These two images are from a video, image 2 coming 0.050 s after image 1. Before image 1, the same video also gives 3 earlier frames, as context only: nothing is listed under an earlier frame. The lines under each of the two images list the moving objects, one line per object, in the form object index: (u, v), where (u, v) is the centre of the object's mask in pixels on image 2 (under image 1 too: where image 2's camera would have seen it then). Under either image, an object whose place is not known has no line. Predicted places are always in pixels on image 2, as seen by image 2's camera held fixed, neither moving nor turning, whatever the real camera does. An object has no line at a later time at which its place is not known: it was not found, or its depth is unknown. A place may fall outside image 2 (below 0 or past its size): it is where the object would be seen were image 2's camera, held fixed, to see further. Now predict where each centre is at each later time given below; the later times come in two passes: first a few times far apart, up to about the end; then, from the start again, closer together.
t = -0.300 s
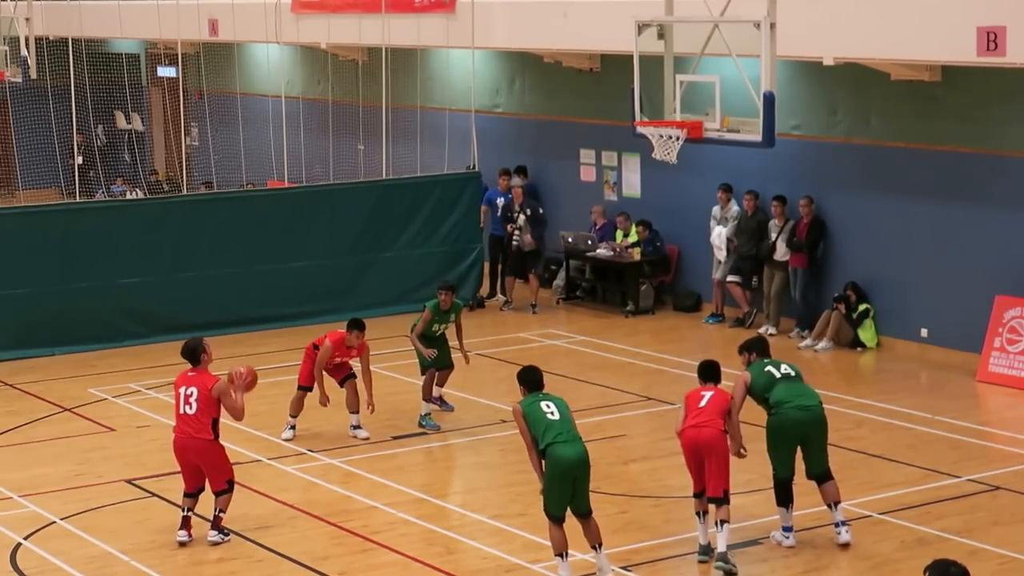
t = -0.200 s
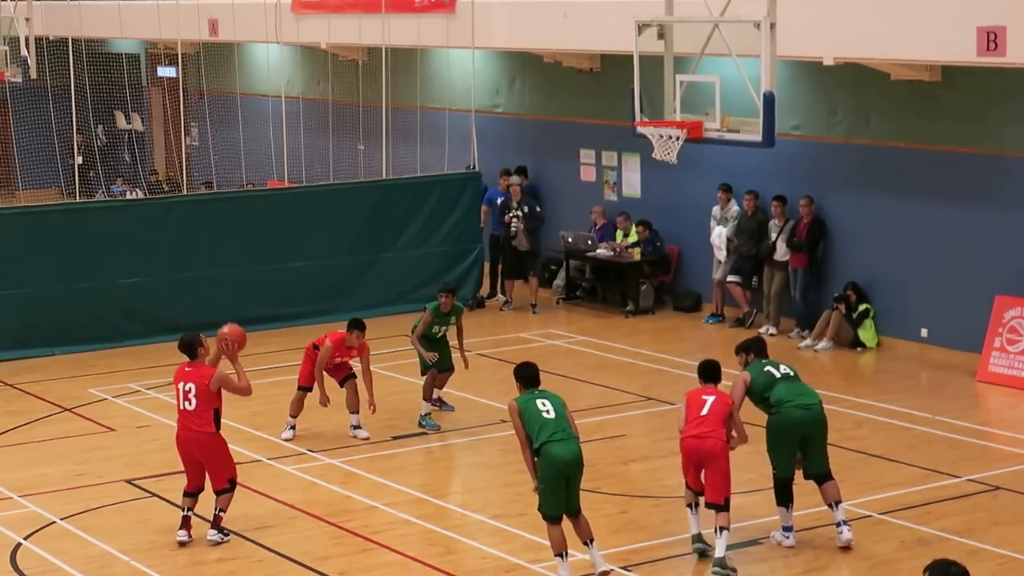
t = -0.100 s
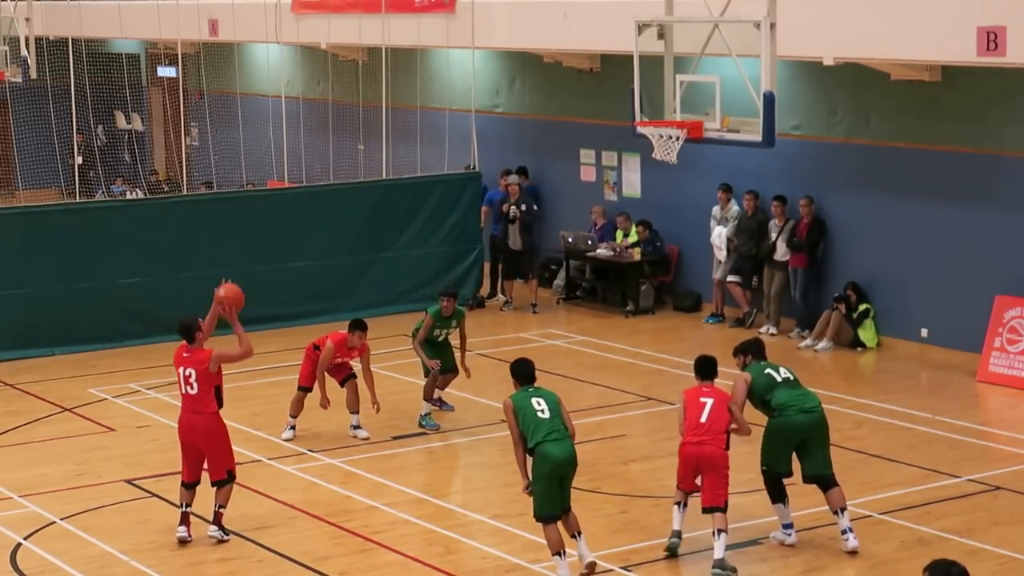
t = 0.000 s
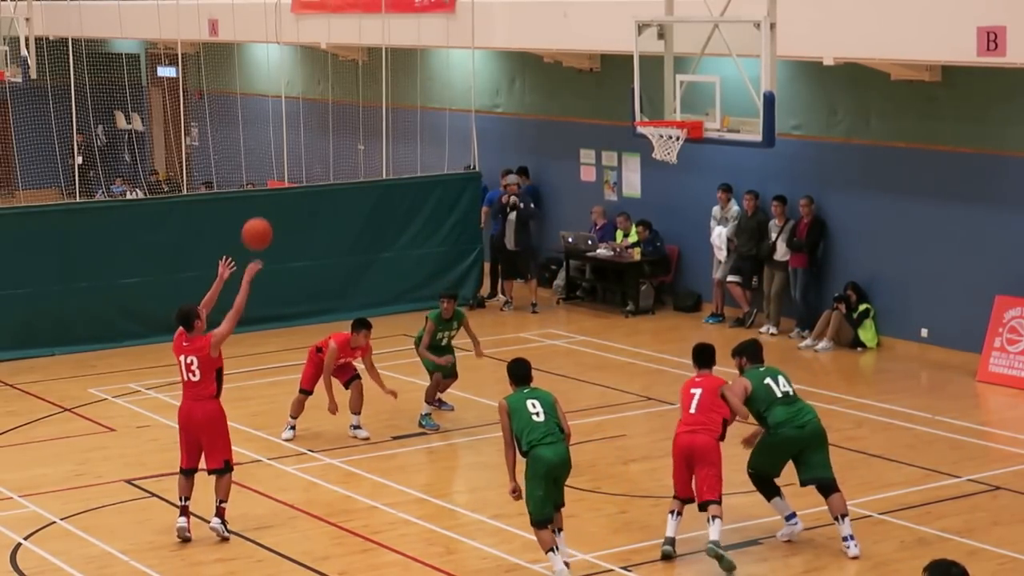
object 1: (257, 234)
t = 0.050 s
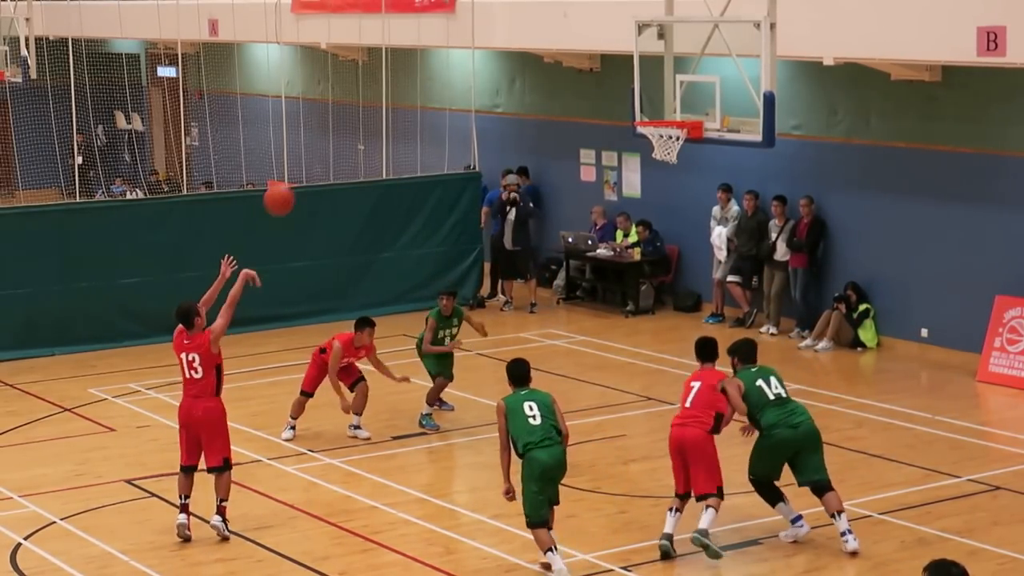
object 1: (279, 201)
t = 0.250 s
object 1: (366, 93)
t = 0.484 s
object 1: (464, 34)
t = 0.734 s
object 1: (565, 43)
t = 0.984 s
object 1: (660, 115)
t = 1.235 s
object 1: (668, 156)
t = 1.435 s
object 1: (654, 215)
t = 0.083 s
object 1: (293, 178)
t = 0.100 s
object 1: (301, 168)
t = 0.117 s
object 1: (308, 157)
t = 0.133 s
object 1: (316, 148)
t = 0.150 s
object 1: (323, 139)
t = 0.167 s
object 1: (330, 131)
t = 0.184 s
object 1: (337, 122)
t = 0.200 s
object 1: (344, 114)
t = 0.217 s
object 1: (351, 107)
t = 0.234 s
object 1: (359, 100)
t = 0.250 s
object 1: (366, 93)
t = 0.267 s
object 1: (373, 87)
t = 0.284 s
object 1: (380, 81)
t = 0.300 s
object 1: (387, 75)
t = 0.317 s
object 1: (394, 69)
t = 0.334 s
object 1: (401, 64)
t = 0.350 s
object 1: (408, 60)
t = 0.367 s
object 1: (415, 56)
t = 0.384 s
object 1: (422, 52)
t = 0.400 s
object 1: (429, 48)
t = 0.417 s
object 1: (436, 44)
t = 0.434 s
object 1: (443, 41)
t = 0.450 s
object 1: (450, 38)
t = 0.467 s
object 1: (458, 36)
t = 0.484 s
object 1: (464, 34)
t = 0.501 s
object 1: (471, 32)
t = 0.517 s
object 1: (478, 31)
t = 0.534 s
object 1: (485, 30)
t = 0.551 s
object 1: (492, 29)
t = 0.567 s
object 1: (499, 29)
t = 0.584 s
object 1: (506, 29)
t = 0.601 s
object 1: (512, 29)
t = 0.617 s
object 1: (519, 30)
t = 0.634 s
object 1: (526, 31)
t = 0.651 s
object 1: (532, 32)
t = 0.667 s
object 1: (539, 33)
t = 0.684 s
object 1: (546, 35)
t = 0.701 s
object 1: (552, 37)
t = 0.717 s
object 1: (559, 40)
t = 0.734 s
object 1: (565, 43)
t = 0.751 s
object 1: (572, 46)
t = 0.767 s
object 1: (578, 49)
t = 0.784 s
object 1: (585, 53)
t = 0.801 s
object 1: (591, 57)
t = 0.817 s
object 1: (597, 62)
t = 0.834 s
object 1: (604, 66)
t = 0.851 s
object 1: (610, 71)
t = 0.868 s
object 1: (616, 76)
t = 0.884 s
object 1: (622, 81)
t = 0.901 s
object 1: (629, 87)
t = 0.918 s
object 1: (635, 93)
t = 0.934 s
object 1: (642, 100)
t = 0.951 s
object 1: (648, 106)
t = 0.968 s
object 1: (654, 111)
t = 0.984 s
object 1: (660, 115)
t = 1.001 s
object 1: (667, 122)
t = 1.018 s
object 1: (676, 135)
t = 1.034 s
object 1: (678, 135)
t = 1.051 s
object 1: (681, 143)
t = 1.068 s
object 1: (678, 145)
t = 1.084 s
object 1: (677, 147)
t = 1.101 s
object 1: (676, 146)
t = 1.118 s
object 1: (675, 146)
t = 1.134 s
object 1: (674, 146)
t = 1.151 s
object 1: (673, 147)
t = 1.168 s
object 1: (672, 148)
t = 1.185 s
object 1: (671, 150)
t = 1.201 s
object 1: (670, 151)
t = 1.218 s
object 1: (669, 154)
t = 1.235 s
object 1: (668, 156)
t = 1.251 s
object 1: (667, 160)
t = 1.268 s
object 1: (666, 163)
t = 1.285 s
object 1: (665, 167)
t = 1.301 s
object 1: (663, 171)
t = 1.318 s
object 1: (662, 175)
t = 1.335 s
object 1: (661, 180)
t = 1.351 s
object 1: (660, 185)
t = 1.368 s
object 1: (659, 191)
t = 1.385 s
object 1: (658, 196)
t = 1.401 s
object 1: (657, 202)
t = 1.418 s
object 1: (656, 208)
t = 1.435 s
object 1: (654, 215)
